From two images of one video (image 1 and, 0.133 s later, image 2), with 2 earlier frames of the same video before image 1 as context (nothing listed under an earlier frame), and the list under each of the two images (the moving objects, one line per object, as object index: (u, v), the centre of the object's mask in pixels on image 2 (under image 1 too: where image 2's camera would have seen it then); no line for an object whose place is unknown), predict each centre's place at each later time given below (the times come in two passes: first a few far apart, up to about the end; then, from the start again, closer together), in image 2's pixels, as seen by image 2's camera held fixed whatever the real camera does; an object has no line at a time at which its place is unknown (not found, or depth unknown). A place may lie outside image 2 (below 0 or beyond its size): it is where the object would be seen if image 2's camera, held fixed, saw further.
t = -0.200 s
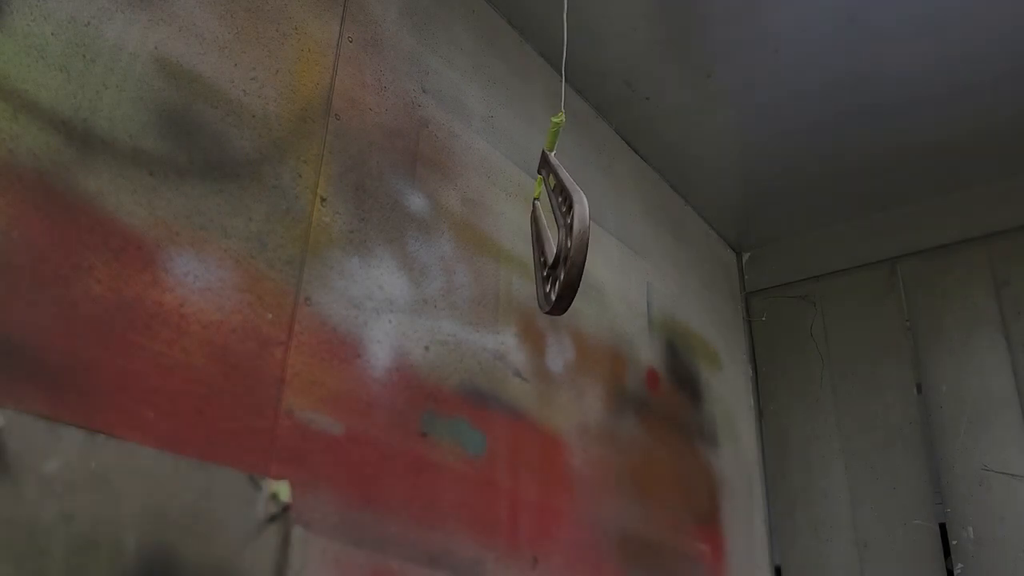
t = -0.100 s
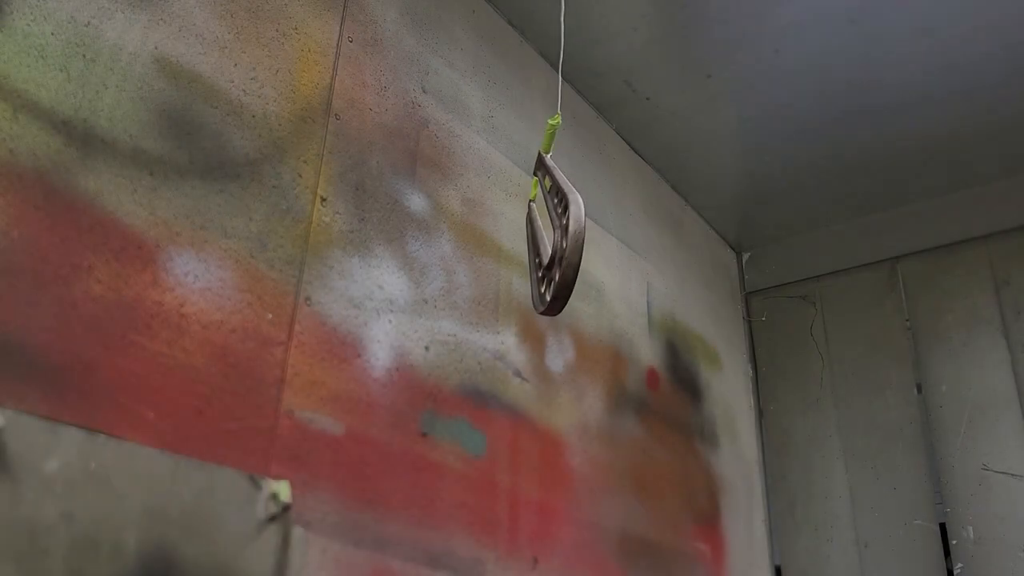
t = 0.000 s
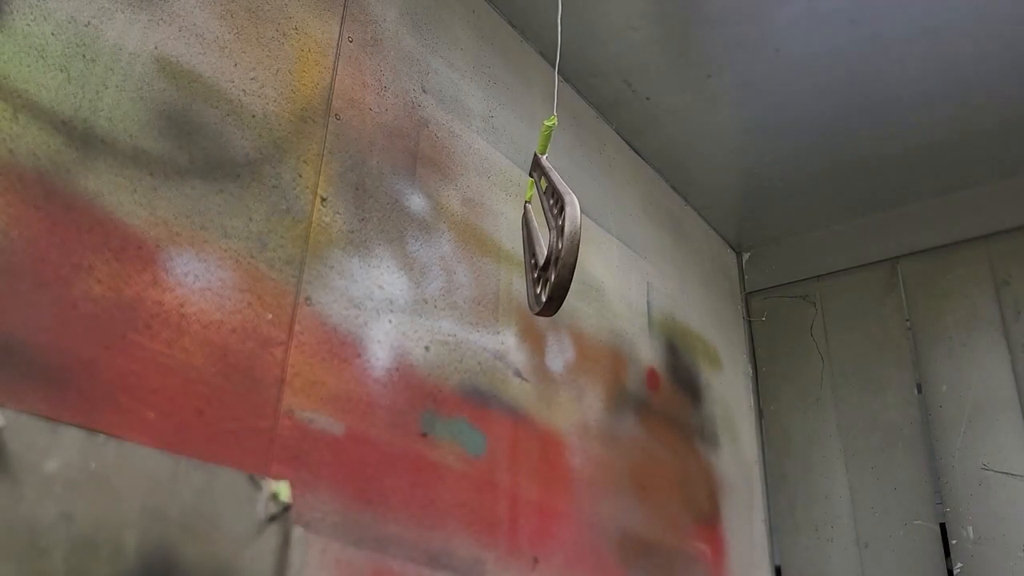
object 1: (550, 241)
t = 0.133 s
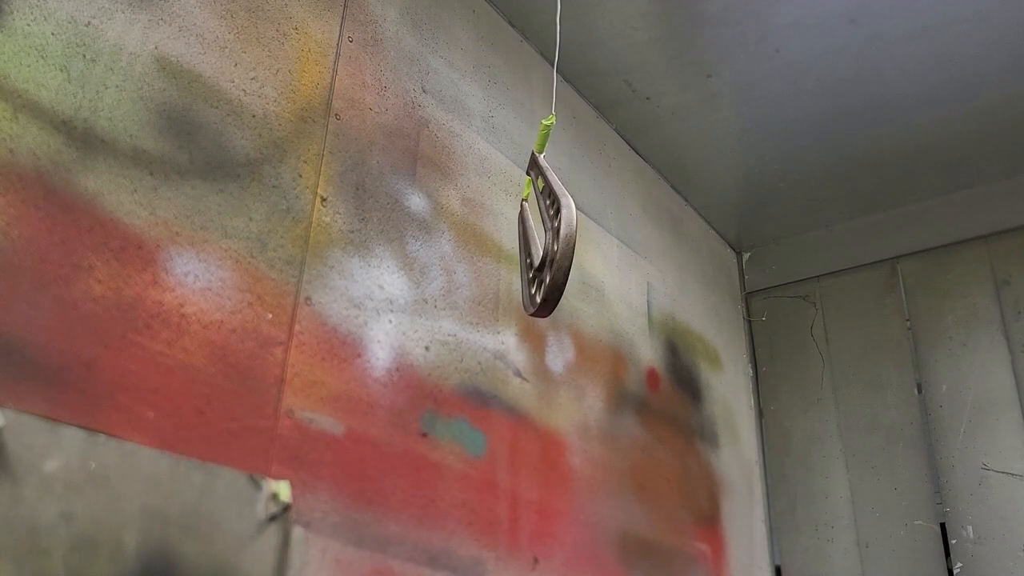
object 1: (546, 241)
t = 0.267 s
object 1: (544, 241)
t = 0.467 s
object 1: (548, 239)
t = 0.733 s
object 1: (558, 236)
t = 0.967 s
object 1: (569, 234)
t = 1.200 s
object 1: (573, 234)
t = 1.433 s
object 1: (569, 236)
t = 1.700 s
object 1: (556, 240)
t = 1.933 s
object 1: (547, 241)
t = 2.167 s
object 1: (545, 241)
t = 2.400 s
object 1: (552, 238)
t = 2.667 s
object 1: (565, 236)
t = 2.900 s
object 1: (573, 234)
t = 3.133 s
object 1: (573, 235)
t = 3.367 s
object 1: (564, 238)
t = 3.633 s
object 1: (551, 240)
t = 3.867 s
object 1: (546, 241)
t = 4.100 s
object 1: (550, 239)
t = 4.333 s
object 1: (561, 236)
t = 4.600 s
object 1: (572, 235)
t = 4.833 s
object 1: (575, 234)
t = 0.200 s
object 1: (544, 241)
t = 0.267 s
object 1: (544, 241)
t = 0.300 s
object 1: (544, 241)
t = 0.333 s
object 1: (545, 241)
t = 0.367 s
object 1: (545, 240)
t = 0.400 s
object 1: (546, 240)
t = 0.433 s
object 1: (547, 239)
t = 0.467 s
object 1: (548, 239)
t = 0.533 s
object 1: (549, 239)
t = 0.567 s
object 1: (550, 238)
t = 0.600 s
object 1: (552, 238)
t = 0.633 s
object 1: (553, 237)
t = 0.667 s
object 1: (555, 237)
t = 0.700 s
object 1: (556, 236)
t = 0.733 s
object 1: (558, 236)
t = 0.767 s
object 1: (560, 236)
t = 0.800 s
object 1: (561, 235)
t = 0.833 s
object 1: (563, 235)
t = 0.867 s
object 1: (564, 235)
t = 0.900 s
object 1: (566, 234)
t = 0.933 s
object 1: (567, 234)
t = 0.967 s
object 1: (569, 234)
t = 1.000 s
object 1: (570, 234)
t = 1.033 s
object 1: (571, 234)
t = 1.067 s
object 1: (571, 234)
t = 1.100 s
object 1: (572, 234)
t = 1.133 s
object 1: (573, 234)
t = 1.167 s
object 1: (573, 234)
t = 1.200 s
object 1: (573, 234)
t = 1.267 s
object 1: (573, 234)
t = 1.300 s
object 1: (572, 234)
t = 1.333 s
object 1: (572, 235)
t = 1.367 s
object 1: (571, 235)
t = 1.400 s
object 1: (569, 236)
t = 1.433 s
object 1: (569, 236)
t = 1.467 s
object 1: (567, 237)
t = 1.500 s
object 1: (565, 237)
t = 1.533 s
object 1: (564, 238)
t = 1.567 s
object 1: (563, 238)
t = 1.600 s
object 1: (561, 239)
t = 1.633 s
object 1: (559, 239)
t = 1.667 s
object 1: (557, 239)
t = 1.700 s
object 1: (556, 240)
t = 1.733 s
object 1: (554, 240)
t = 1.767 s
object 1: (553, 240)
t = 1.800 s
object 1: (551, 241)
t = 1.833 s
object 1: (550, 241)
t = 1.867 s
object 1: (549, 241)
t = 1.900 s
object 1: (548, 241)
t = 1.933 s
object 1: (547, 241)
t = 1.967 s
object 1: (546, 241)
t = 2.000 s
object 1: (545, 241)
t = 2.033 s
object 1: (545, 241)
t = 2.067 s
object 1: (545, 241)
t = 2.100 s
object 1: (545, 241)
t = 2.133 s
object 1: (545, 241)
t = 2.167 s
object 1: (545, 241)
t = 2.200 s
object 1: (545, 240)
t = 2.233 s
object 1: (547, 240)
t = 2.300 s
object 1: (549, 239)
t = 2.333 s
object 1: (550, 239)
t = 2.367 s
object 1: (552, 238)
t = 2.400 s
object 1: (552, 238)
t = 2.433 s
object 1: (555, 237)
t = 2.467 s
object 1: (556, 237)
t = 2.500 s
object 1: (557, 237)
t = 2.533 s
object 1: (559, 236)
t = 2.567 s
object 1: (560, 237)
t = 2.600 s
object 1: (562, 235)
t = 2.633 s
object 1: (564, 235)
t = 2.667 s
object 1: (565, 236)
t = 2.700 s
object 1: (567, 234)
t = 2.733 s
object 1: (569, 234)
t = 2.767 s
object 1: (570, 234)
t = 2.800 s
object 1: (571, 235)
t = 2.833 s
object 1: (572, 234)
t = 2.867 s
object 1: (573, 234)
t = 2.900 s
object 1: (573, 234)
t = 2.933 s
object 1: (574, 234)
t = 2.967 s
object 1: (574, 234)
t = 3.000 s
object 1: (574, 235)
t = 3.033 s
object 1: (574, 235)
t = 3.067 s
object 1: (574, 234)
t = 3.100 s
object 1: (573, 235)
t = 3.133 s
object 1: (573, 235)
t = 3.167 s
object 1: (572, 235)
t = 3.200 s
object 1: (571, 235)
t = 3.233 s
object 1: (570, 236)
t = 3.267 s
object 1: (568, 237)
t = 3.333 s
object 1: (566, 237)
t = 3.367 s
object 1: (564, 238)
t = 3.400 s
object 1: (563, 238)
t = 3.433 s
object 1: (561, 239)
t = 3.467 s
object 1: (559, 239)
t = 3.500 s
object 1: (558, 240)
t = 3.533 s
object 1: (555, 240)
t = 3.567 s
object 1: (554, 240)
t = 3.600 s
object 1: (552, 240)
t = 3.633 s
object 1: (551, 240)
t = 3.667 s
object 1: (550, 241)
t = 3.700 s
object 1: (549, 241)
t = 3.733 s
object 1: (548, 241)
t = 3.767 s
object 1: (547, 241)
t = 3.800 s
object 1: (547, 241)
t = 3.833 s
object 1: (546, 241)
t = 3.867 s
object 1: (546, 241)
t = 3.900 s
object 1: (546, 241)
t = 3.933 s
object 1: (546, 240)
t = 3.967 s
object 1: (546, 241)
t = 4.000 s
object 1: (546, 241)
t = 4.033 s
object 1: (547, 241)
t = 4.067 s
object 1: (548, 240)
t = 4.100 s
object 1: (550, 239)
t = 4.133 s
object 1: (552, 239)
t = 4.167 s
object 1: (552, 238)
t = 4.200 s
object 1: (554, 237)
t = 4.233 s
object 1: (556, 237)
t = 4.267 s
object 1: (557, 236)
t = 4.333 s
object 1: (561, 236)
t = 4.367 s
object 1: (562, 236)
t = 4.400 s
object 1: (565, 235)
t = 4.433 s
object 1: (565, 236)
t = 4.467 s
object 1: (567, 235)
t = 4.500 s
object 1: (569, 234)
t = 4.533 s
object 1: (570, 234)
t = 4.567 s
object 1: (571, 234)
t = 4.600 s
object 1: (572, 235)
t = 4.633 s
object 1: (573, 233)
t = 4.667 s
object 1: (573, 234)
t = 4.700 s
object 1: (574, 233)
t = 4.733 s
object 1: (575, 234)
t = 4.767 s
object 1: (575, 234)
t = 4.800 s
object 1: (575, 234)
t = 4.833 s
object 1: (575, 234)
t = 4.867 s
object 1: (574, 234)
